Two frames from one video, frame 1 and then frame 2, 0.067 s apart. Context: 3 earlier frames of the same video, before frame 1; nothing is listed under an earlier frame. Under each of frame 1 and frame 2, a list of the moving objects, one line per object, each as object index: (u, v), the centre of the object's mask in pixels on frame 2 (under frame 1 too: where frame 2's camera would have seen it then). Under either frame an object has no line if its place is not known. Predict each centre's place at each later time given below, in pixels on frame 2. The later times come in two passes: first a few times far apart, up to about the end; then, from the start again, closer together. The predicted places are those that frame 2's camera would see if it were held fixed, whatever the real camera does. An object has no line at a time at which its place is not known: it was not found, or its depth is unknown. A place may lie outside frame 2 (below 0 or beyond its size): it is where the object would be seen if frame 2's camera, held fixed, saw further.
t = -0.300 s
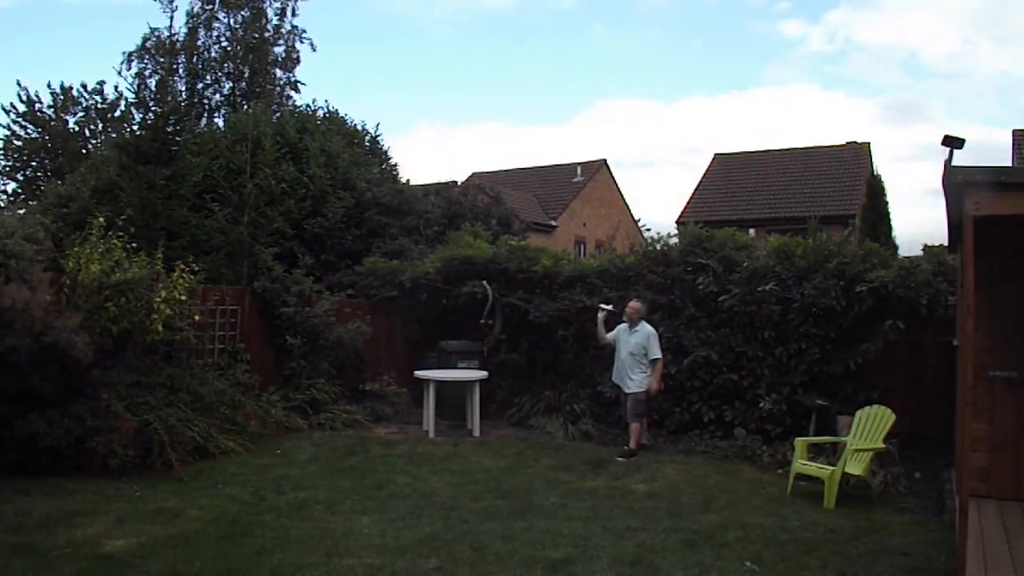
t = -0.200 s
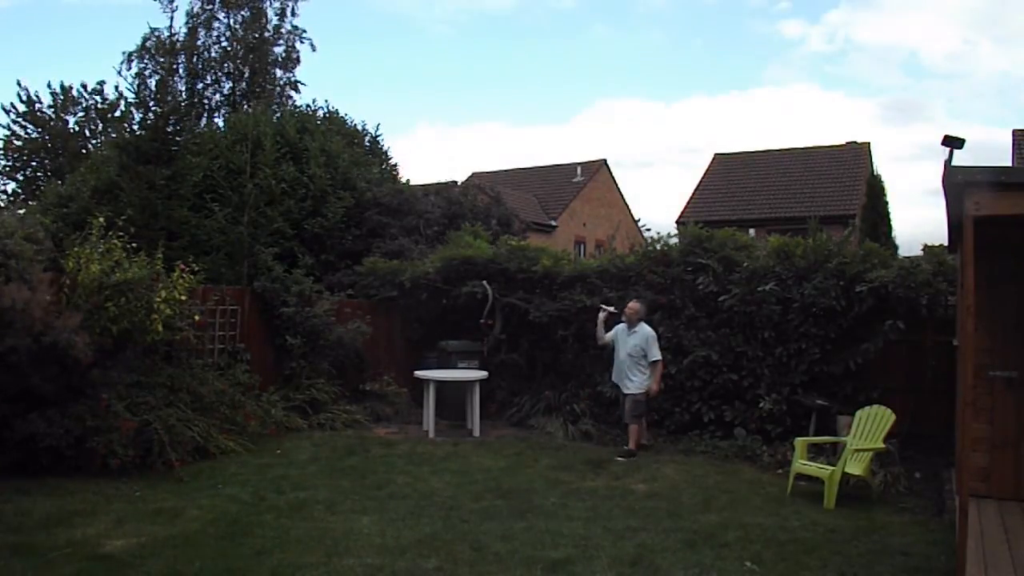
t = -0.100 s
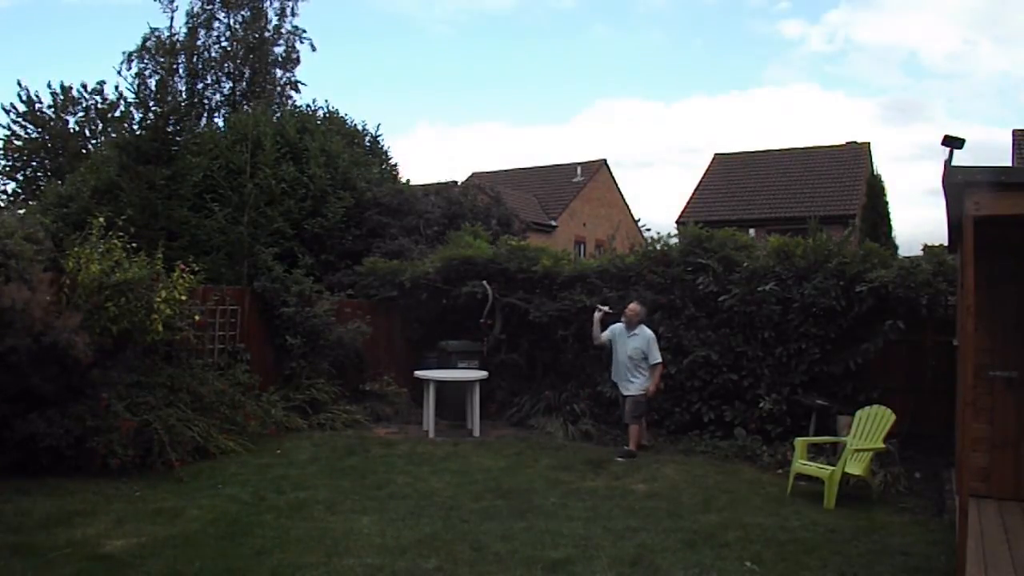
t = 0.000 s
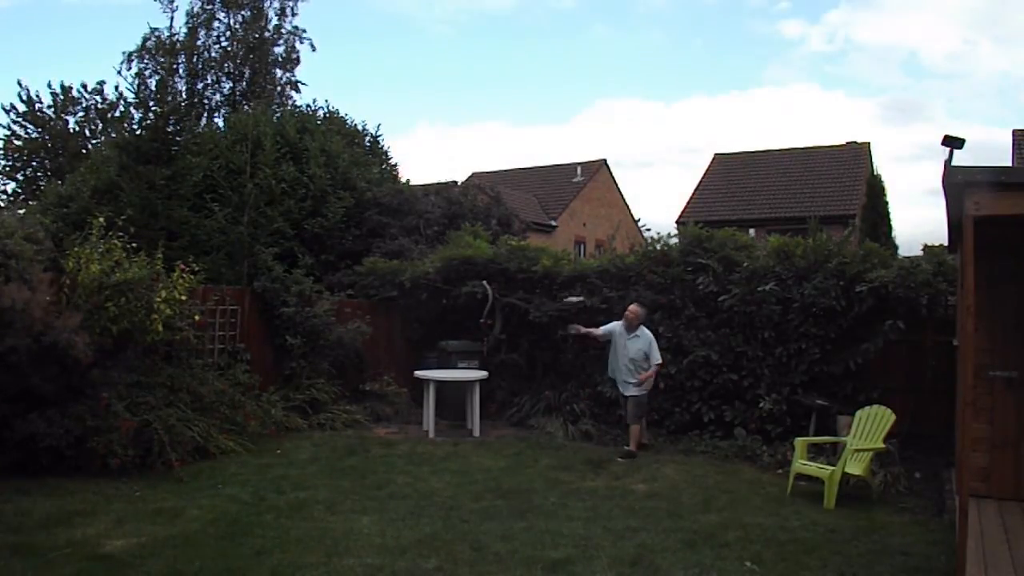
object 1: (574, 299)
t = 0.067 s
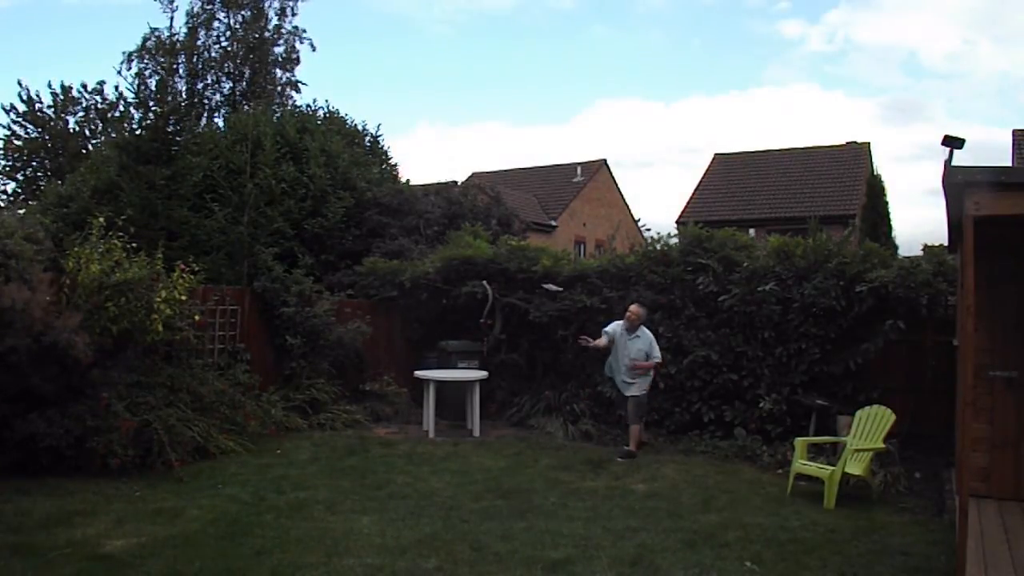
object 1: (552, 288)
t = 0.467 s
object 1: (456, 205)
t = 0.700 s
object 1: (387, 194)
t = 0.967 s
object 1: (338, 130)
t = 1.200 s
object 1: (312, 101)
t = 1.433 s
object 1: (255, 96)
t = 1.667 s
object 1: (193, 145)
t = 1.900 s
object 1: (113, 273)
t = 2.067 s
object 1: (12, 342)
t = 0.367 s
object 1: (482, 212)
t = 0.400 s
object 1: (473, 208)
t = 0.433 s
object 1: (465, 206)
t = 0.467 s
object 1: (456, 205)
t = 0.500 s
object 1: (447, 205)
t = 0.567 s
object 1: (430, 208)
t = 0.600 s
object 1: (419, 207)
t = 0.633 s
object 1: (408, 205)
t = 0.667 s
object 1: (397, 200)
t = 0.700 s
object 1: (387, 194)
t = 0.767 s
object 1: (367, 183)
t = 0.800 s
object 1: (359, 177)
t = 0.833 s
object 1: (353, 169)
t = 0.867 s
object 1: (348, 159)
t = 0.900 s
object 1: (343, 149)
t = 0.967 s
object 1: (338, 130)
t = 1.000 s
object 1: (335, 123)
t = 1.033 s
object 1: (332, 118)
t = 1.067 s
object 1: (328, 113)
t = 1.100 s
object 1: (325, 109)
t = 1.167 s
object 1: (317, 104)
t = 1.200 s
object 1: (312, 101)
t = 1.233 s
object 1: (305, 98)
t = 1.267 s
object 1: (298, 96)
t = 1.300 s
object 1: (289, 94)
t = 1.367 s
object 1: (273, 94)
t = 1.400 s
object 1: (264, 95)
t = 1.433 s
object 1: (255, 96)
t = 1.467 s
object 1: (246, 100)
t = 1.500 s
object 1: (238, 104)
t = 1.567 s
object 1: (220, 117)
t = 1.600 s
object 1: (210, 125)
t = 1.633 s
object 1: (202, 133)
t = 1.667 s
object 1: (193, 145)
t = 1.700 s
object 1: (184, 159)
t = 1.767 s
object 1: (163, 194)
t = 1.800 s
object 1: (154, 213)
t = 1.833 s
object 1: (142, 233)
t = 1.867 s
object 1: (128, 253)
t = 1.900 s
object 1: (113, 273)
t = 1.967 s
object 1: (76, 308)
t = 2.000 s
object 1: (53, 322)
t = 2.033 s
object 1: (29, 334)
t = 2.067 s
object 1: (12, 342)
